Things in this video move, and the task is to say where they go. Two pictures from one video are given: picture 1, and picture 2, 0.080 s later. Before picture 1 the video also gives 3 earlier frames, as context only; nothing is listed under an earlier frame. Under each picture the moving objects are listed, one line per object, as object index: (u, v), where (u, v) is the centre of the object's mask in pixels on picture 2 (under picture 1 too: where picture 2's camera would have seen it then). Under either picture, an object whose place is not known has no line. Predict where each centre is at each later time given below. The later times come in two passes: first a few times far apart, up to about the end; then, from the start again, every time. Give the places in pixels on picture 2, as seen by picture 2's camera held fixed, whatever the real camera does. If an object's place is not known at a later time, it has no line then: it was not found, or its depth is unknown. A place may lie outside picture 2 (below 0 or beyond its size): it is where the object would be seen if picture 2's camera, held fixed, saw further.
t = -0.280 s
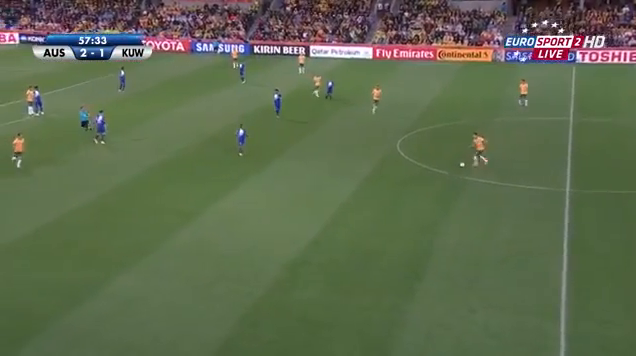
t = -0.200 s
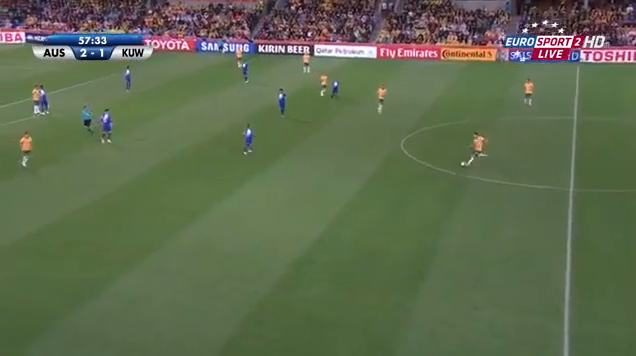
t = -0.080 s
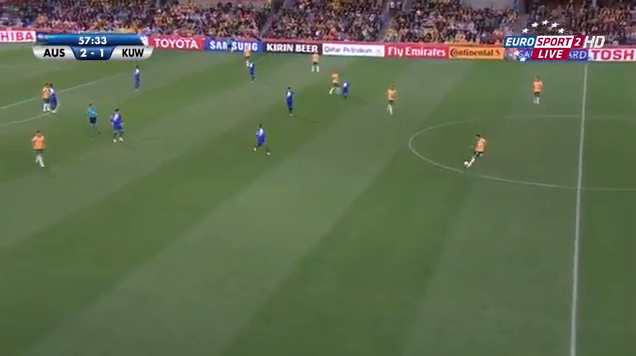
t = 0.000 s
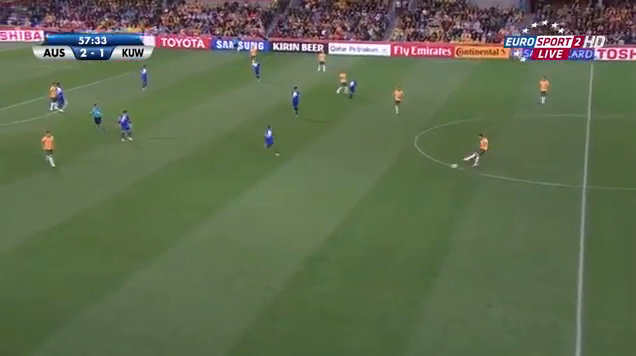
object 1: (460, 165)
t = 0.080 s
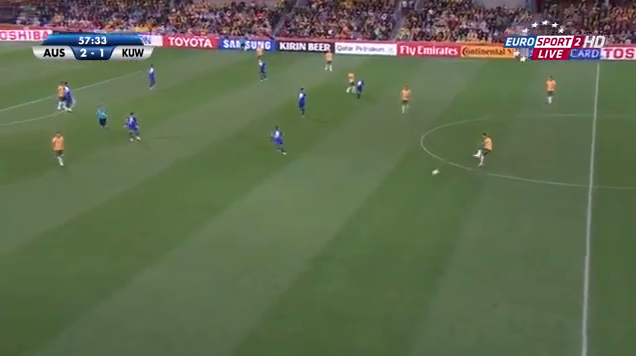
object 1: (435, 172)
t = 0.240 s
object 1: (387, 187)
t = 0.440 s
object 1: (330, 205)
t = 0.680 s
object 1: (268, 230)
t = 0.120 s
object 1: (422, 176)
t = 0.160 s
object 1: (410, 180)
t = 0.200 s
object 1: (398, 184)
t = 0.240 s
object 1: (387, 187)
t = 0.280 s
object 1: (375, 191)
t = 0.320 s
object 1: (363, 195)
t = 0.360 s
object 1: (353, 198)
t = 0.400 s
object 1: (342, 201)
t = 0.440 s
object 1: (330, 205)
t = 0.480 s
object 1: (320, 209)
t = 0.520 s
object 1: (309, 214)
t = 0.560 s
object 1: (299, 217)
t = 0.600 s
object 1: (288, 221)
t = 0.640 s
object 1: (278, 226)
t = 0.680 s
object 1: (268, 230)
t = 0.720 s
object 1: (257, 234)
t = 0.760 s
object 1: (248, 238)
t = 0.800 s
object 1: (238, 242)
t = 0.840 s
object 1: (228, 247)
